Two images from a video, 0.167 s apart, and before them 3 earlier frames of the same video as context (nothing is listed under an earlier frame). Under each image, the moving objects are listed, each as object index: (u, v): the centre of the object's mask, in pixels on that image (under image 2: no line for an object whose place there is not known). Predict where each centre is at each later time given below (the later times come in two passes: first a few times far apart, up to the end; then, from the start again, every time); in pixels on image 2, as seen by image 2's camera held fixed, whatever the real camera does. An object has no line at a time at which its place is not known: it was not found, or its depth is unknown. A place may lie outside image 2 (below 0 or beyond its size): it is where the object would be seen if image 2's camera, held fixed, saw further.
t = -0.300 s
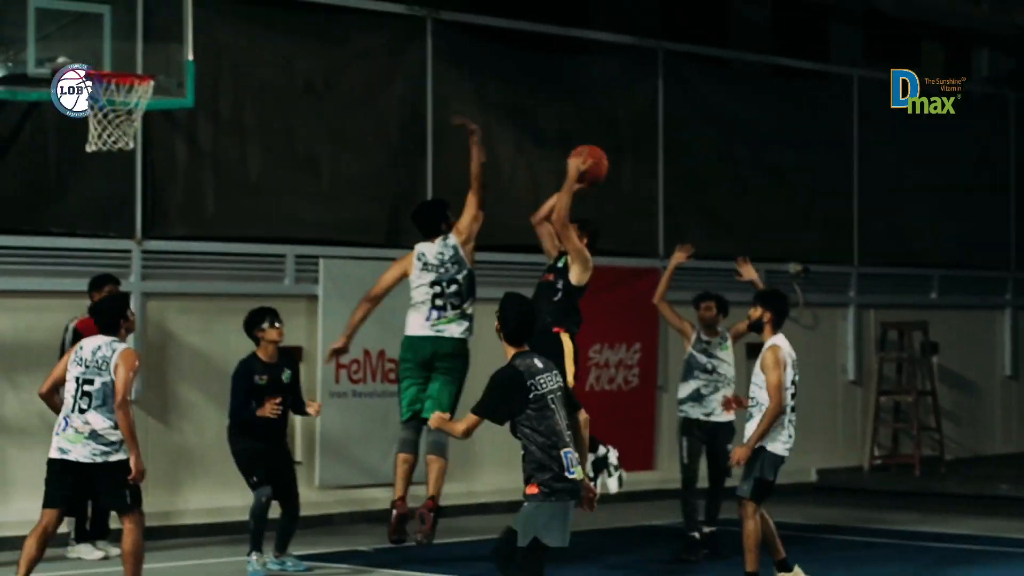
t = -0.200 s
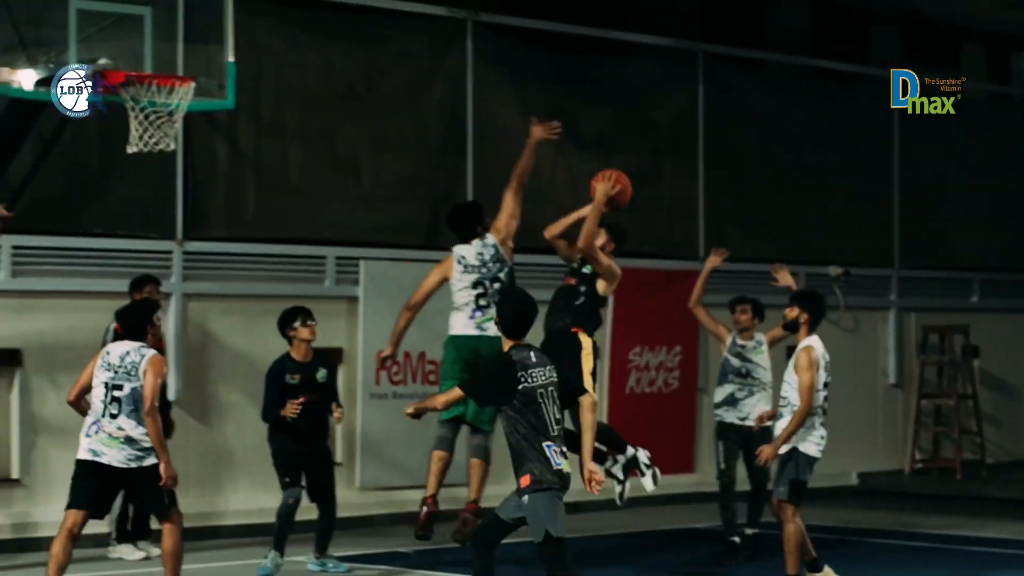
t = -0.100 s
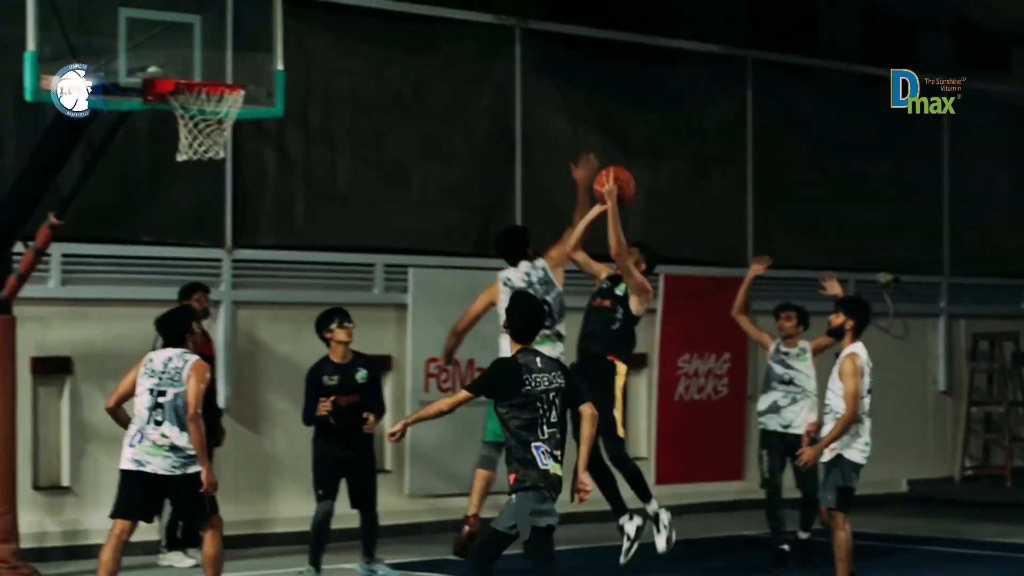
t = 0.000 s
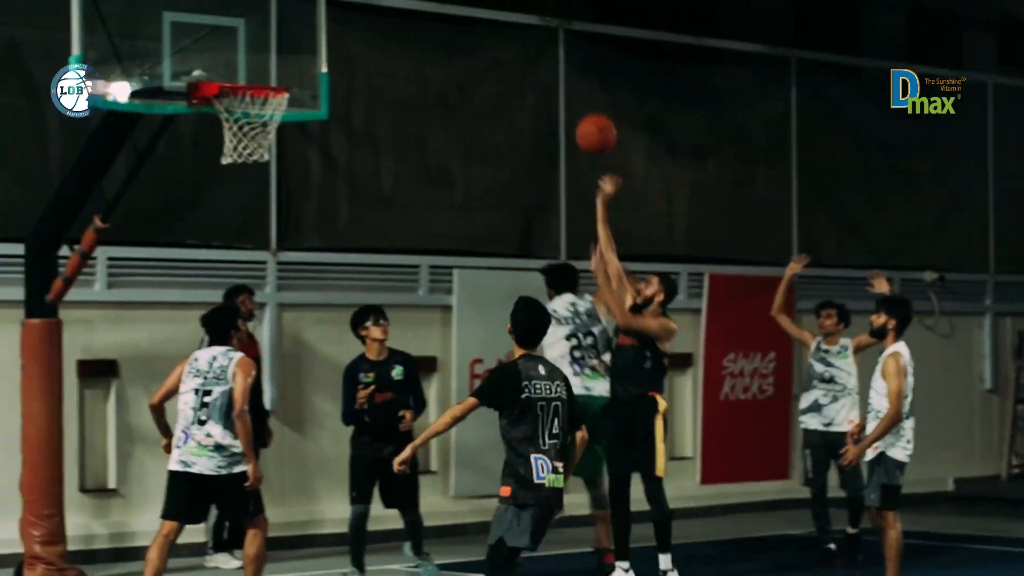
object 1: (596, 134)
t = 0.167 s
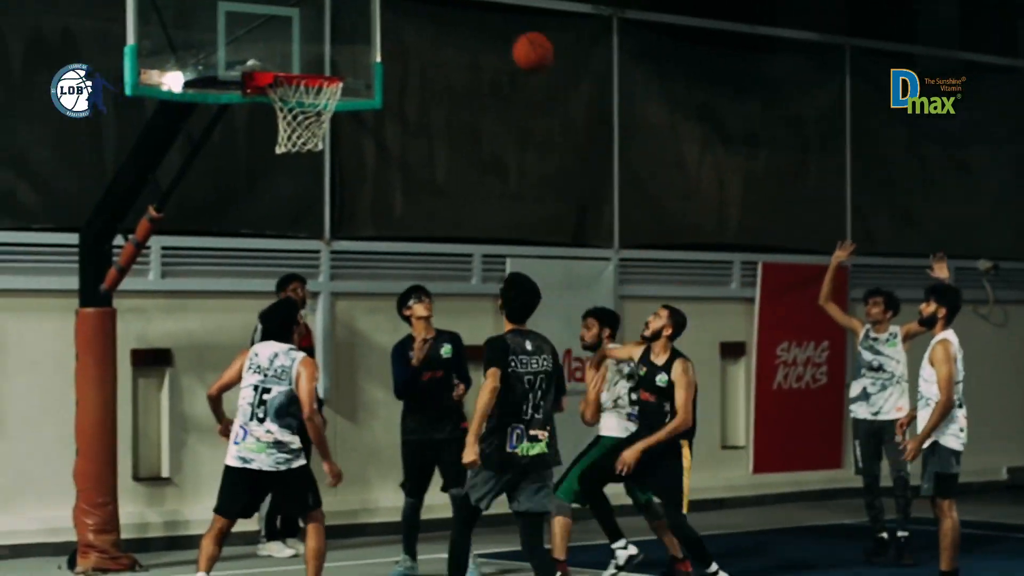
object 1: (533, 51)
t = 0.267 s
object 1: (463, 31)
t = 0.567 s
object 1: (310, 55)
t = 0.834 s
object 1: (314, 55)
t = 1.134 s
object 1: (288, 104)
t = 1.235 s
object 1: (276, 140)
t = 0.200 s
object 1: (510, 43)
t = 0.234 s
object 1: (486, 36)
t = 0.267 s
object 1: (463, 31)
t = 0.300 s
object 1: (440, 28)
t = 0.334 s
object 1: (416, 26)
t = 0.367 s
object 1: (393, 26)
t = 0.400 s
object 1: (370, 29)
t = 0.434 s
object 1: (347, 34)
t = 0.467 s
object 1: (324, 40)
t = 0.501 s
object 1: (311, 45)
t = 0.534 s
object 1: (310, 52)
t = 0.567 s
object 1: (310, 55)
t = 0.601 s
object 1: (309, 55)
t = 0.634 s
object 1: (308, 57)
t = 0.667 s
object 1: (307, 59)
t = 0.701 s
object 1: (307, 63)
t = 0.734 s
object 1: (309, 61)
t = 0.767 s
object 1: (310, 58)
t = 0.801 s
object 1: (312, 55)
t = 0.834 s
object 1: (314, 55)
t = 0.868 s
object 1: (316, 56)
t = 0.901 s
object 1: (318, 58)
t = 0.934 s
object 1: (320, 61)
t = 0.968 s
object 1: (318, 63)
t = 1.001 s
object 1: (311, 71)
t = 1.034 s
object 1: (306, 77)
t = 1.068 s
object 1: (300, 84)
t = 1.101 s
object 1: (295, 91)
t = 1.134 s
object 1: (288, 104)
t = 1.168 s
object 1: (282, 115)
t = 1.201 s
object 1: (278, 126)
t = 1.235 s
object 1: (276, 140)
